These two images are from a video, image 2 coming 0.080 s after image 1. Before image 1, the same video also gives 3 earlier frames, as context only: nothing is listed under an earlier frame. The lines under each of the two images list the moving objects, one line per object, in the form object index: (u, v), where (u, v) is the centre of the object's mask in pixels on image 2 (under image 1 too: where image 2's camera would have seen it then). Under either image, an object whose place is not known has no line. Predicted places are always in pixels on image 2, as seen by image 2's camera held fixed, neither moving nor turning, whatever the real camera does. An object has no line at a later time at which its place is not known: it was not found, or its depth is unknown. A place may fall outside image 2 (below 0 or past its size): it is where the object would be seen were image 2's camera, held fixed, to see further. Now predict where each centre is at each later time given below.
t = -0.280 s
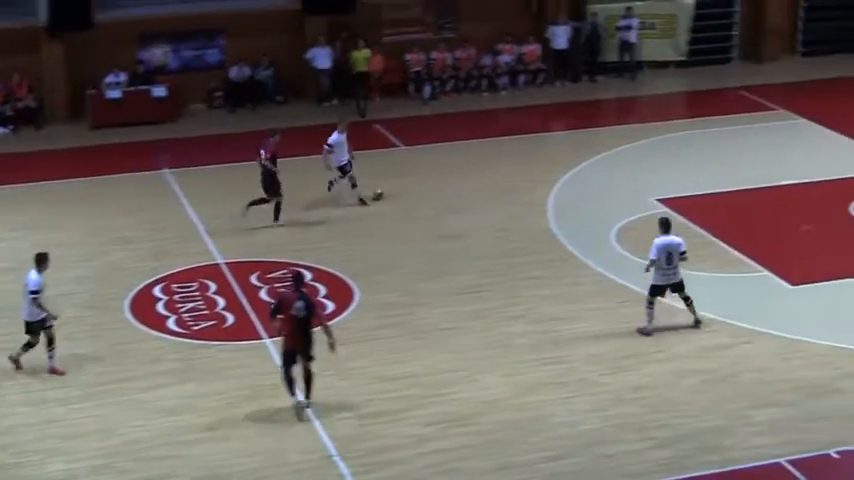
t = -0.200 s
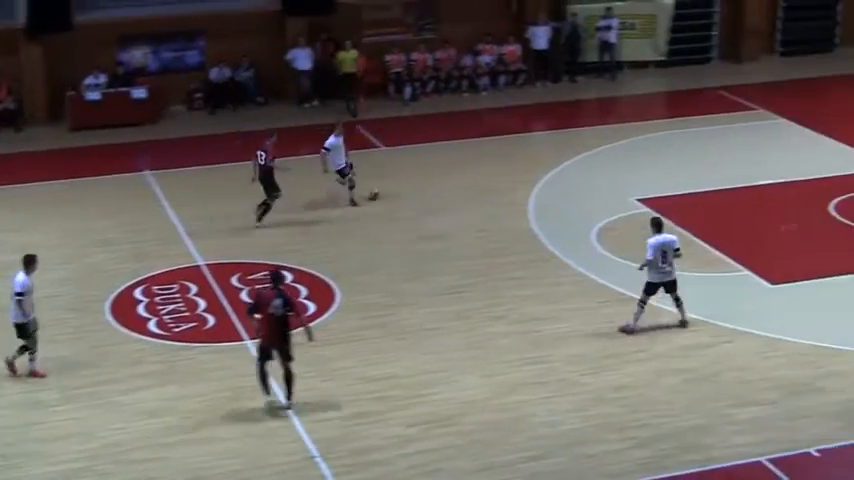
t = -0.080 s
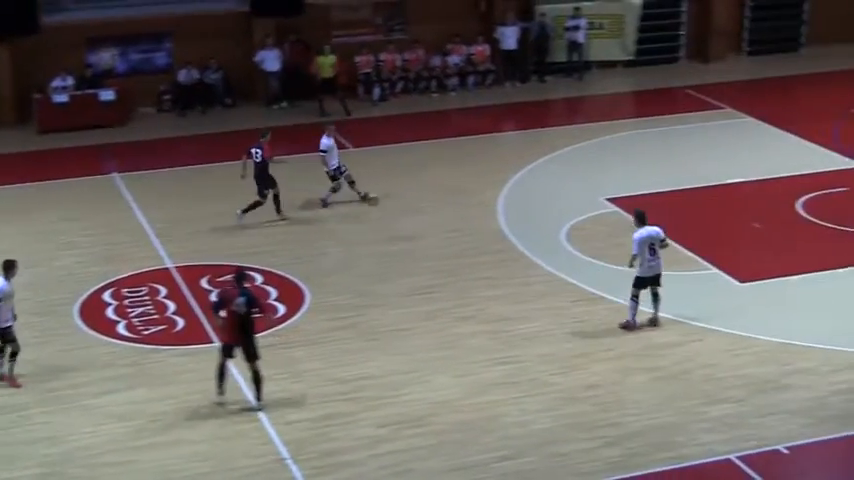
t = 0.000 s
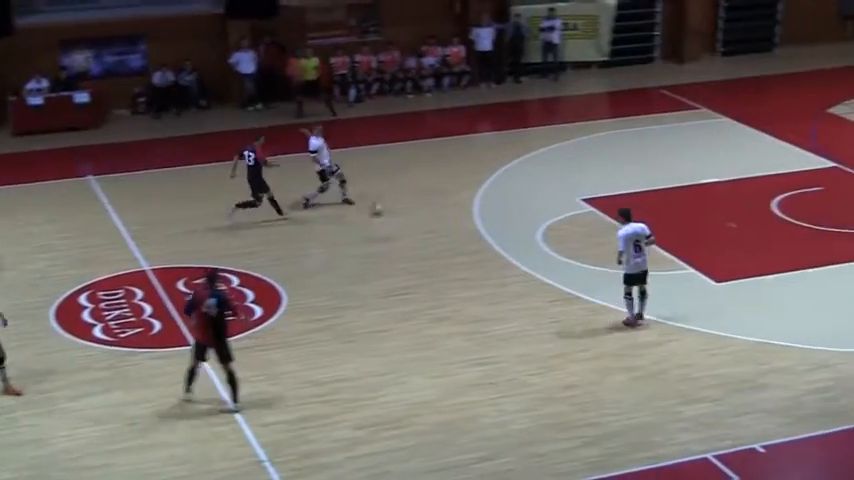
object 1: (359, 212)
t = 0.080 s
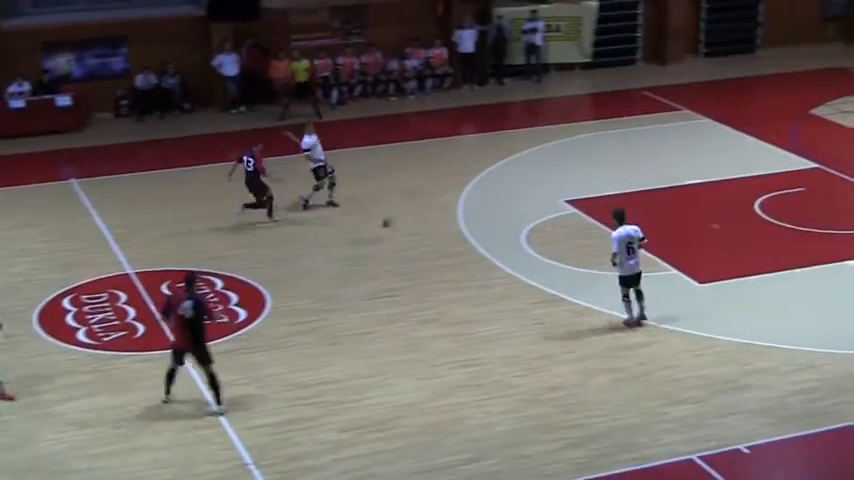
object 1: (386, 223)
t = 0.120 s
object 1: (399, 226)
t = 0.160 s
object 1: (412, 232)
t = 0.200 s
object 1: (426, 236)
